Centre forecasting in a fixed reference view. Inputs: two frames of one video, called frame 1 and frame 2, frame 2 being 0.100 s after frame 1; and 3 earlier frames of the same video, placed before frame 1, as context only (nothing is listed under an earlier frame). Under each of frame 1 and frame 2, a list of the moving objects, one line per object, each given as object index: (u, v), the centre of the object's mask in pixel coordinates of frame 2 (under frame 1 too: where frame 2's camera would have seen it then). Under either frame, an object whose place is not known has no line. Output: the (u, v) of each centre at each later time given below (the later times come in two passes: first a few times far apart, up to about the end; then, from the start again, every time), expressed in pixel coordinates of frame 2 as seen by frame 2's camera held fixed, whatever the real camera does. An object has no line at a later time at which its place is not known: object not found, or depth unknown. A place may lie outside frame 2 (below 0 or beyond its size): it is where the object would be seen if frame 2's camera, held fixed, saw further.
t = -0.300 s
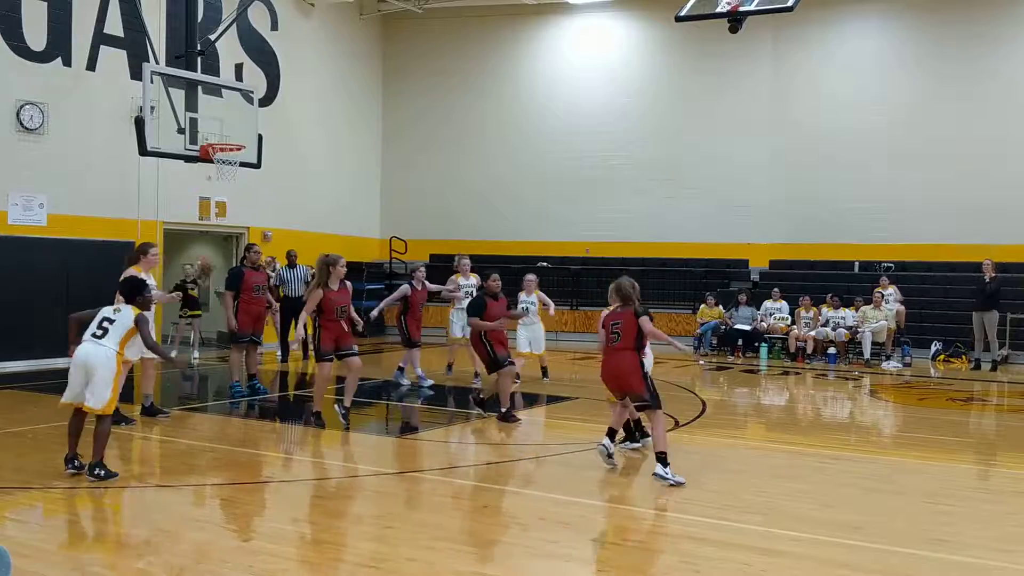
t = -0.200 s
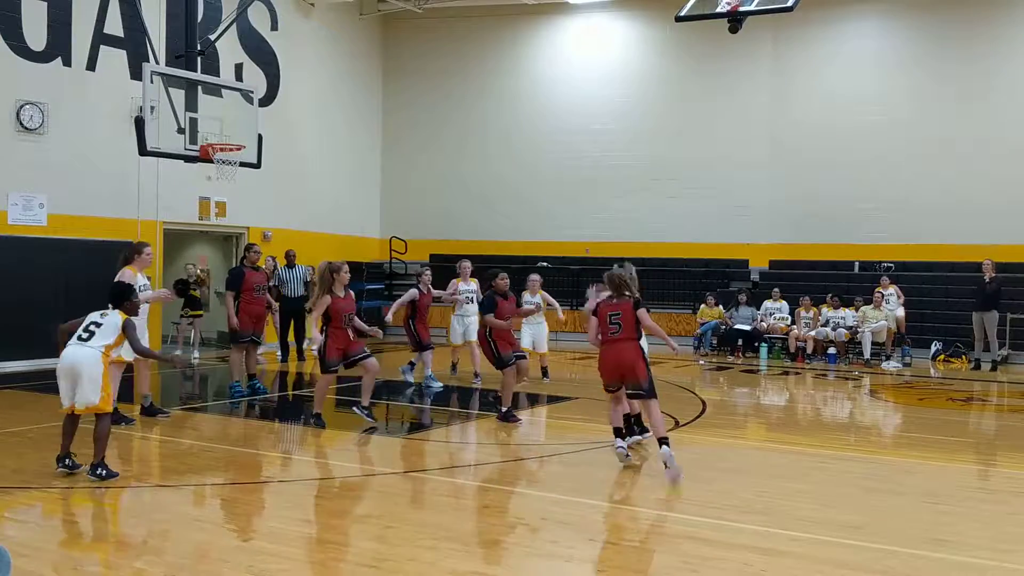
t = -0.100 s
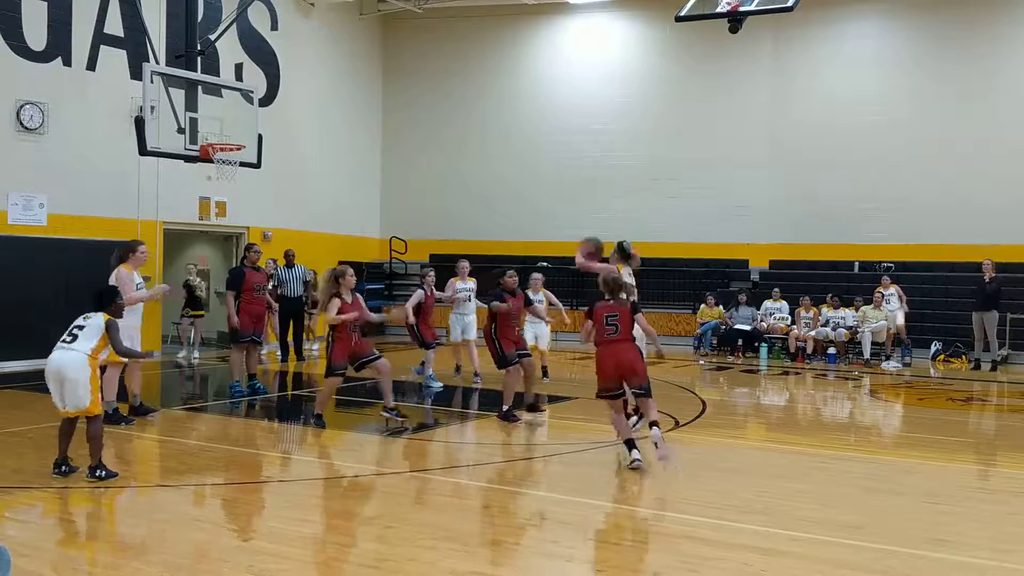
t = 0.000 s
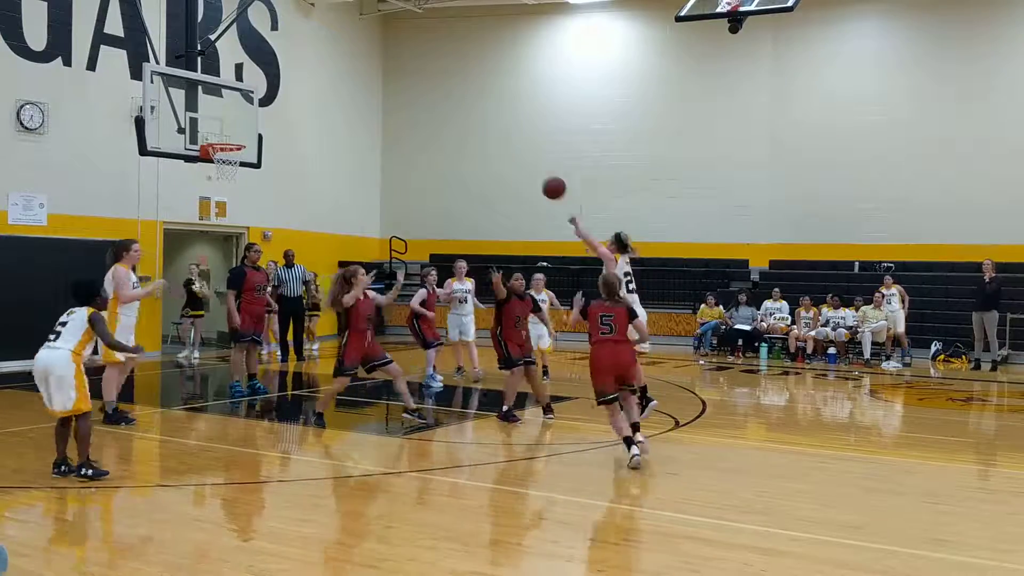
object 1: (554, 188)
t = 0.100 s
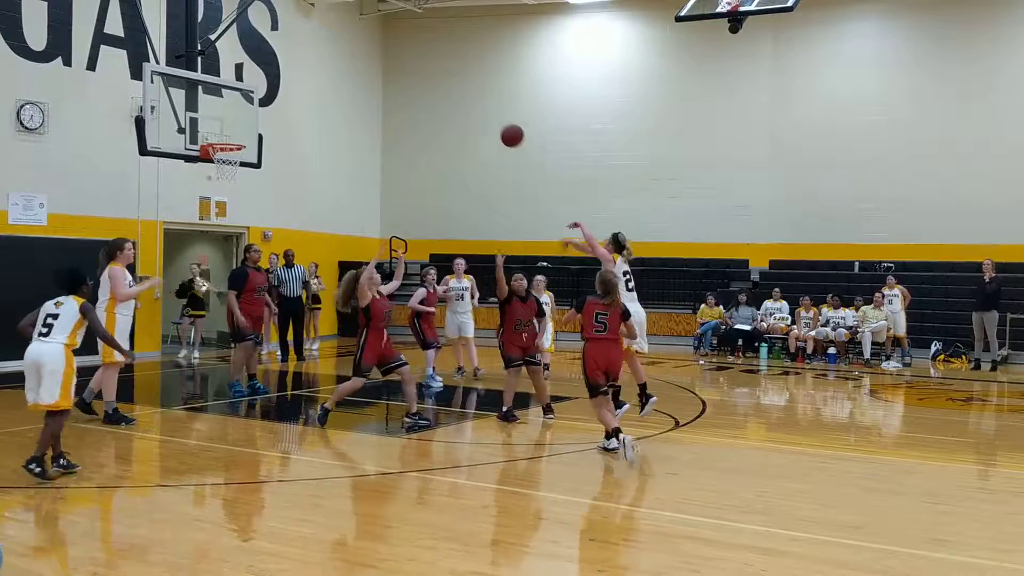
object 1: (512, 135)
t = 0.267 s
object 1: (447, 75)
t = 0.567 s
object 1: (343, 39)
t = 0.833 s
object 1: (265, 72)
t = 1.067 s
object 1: (205, 134)
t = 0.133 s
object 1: (498, 121)
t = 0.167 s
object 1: (485, 107)
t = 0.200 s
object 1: (472, 95)
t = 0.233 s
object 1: (460, 85)
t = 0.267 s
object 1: (447, 75)
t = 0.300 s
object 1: (435, 66)
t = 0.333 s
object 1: (422, 60)
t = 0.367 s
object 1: (411, 54)
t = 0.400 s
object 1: (399, 49)
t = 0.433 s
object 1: (387, 44)
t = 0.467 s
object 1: (376, 42)
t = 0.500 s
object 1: (365, 40)
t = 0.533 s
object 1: (354, 38)
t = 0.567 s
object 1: (343, 39)
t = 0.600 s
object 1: (333, 40)
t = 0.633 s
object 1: (323, 42)
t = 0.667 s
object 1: (313, 45)
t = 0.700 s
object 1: (303, 48)
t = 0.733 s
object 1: (293, 53)
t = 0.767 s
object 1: (283, 59)
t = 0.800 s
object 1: (274, 64)
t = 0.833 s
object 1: (265, 72)
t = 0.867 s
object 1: (255, 80)
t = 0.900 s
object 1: (246, 90)
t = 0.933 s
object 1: (237, 99)
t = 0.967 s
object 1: (228, 109)
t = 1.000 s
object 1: (220, 119)
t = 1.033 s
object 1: (211, 131)
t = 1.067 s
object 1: (205, 134)
